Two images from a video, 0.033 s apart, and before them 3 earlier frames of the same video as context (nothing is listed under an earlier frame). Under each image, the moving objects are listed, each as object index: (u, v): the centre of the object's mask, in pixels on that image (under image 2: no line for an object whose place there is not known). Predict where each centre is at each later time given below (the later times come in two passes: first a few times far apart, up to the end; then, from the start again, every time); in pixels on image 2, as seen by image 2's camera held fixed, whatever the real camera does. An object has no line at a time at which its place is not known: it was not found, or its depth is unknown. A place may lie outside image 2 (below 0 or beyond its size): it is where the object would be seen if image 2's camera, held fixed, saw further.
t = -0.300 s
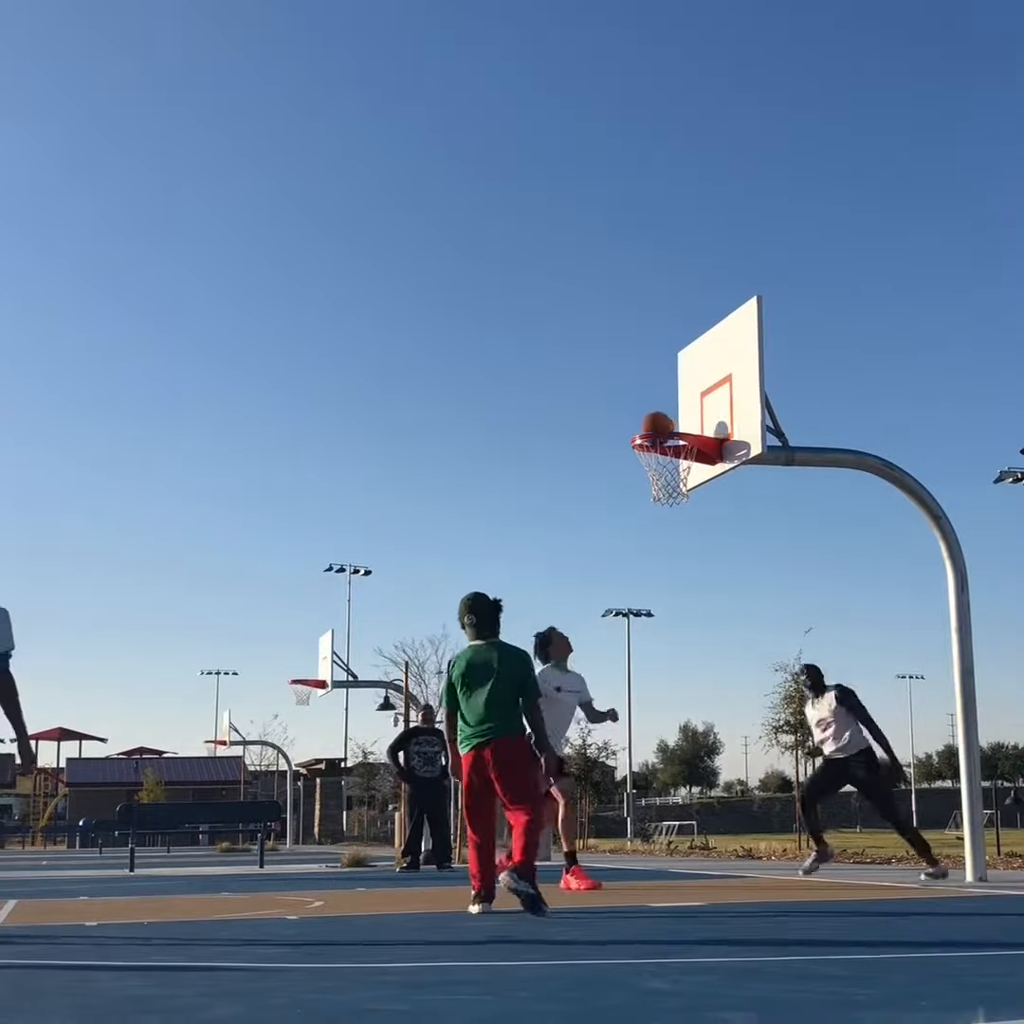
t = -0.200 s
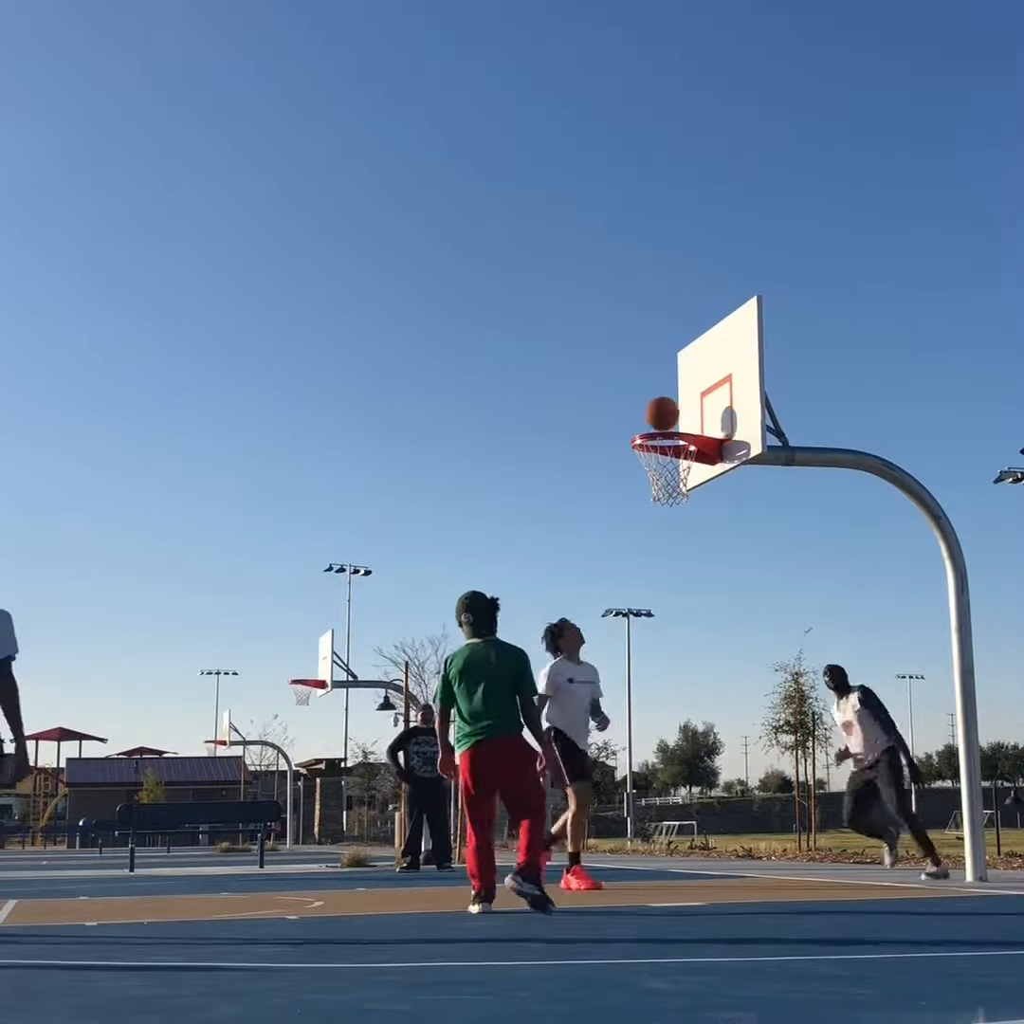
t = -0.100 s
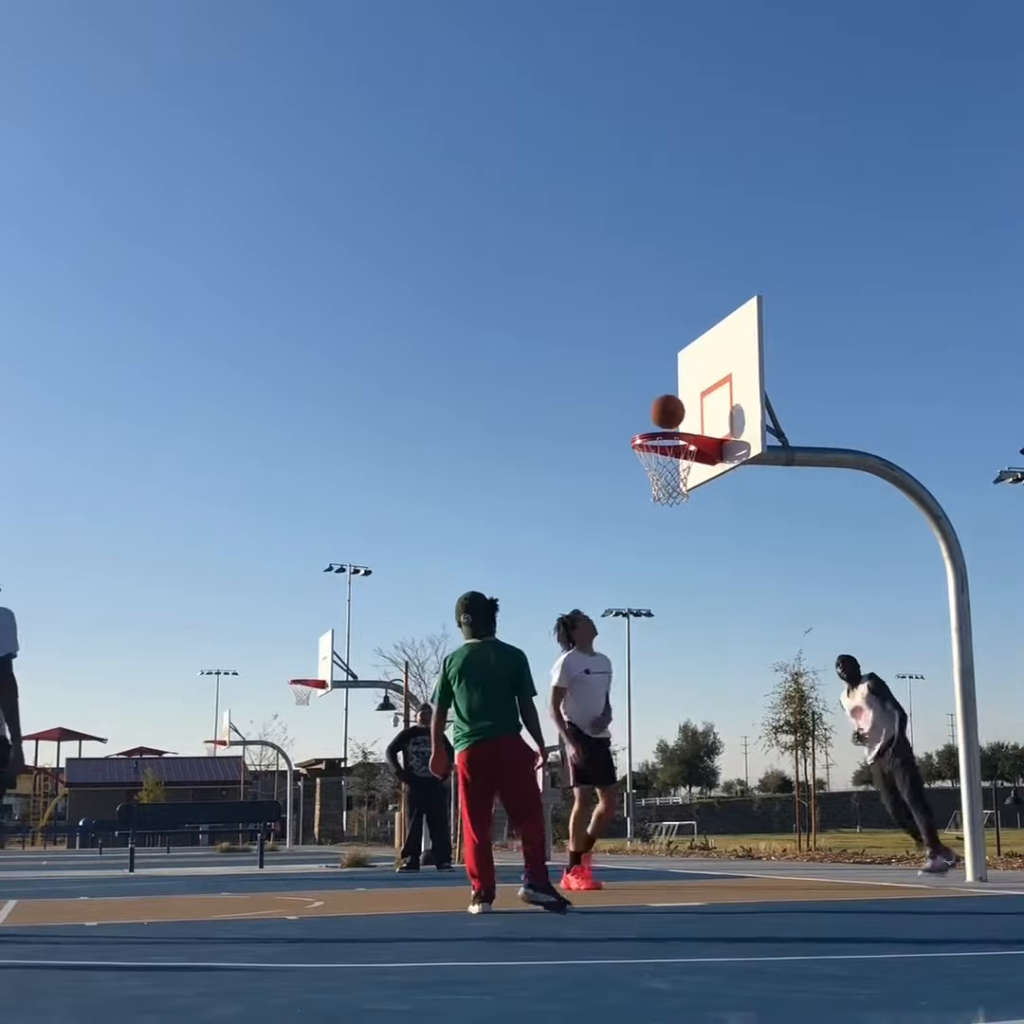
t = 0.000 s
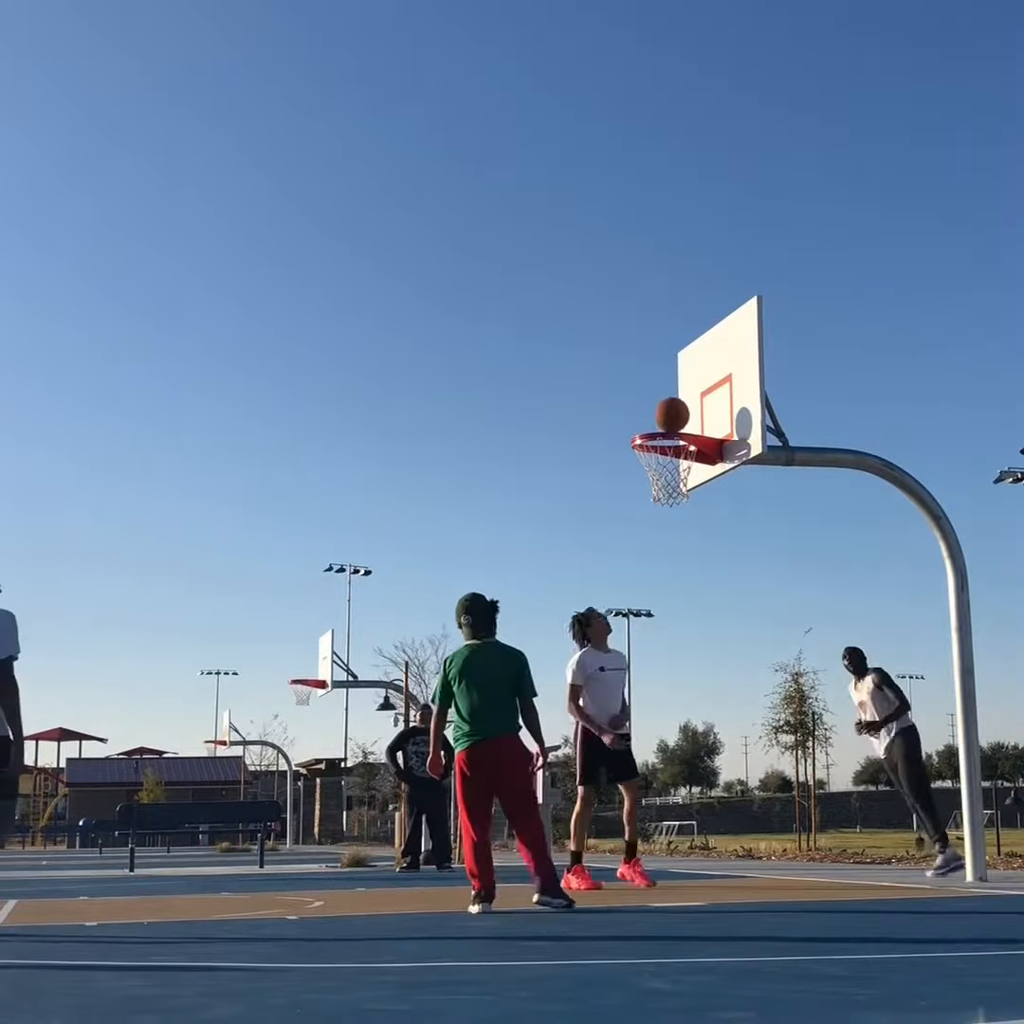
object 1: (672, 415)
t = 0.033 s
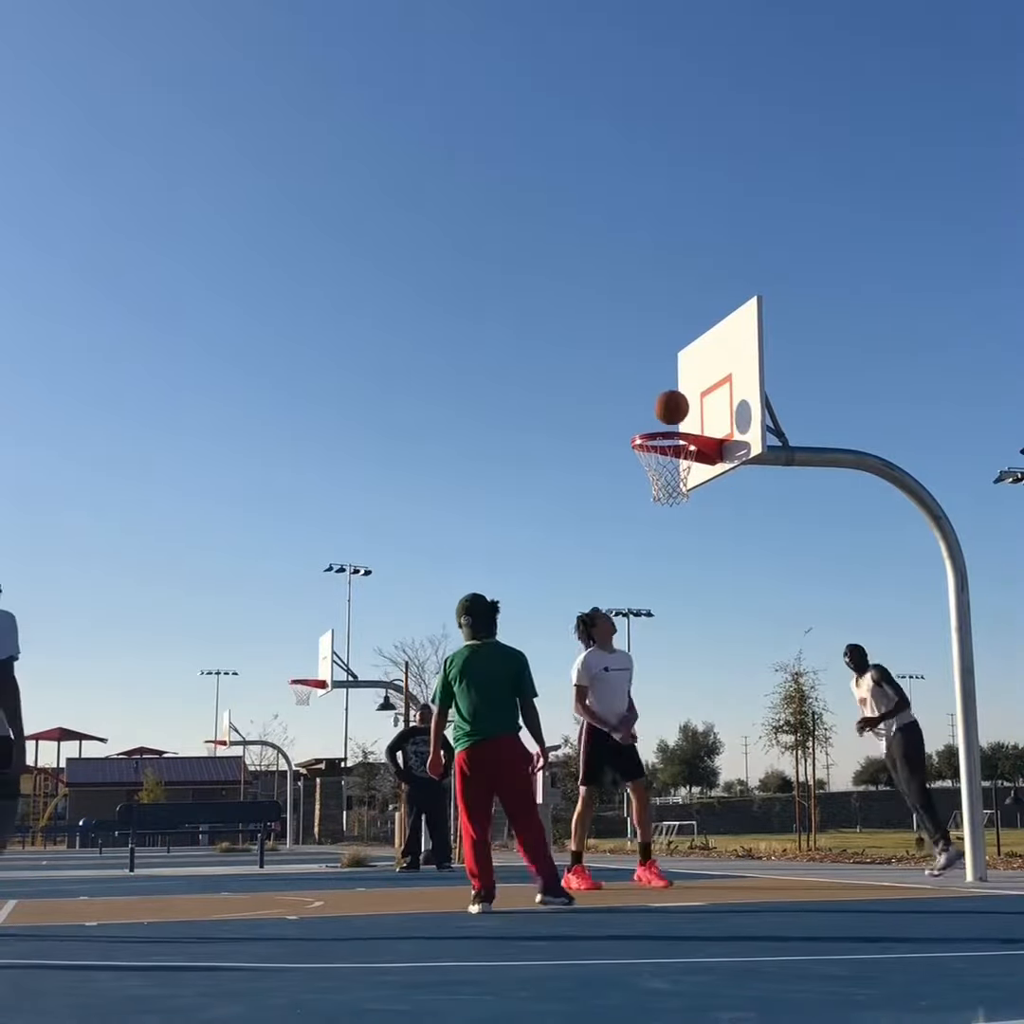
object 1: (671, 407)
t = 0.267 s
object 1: (668, 399)
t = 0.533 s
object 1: (664, 414)
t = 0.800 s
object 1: (667, 457)
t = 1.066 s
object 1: (672, 469)
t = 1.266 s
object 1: (666, 509)
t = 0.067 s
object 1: (671, 401)
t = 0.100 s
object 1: (670, 397)
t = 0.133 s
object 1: (670, 395)
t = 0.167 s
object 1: (669, 394)
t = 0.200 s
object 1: (669, 394)
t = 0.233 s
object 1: (668, 396)
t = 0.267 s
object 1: (668, 399)
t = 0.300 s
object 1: (667, 404)
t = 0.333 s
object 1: (667, 410)
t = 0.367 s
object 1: (667, 417)
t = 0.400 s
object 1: (666, 416)
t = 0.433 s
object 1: (665, 414)
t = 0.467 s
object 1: (665, 412)
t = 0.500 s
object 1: (665, 412)
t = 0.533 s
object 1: (664, 414)
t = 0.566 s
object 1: (664, 417)
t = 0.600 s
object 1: (663, 420)
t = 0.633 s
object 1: (663, 423)
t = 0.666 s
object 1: (663, 427)
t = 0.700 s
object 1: (664, 428)
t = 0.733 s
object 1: (664, 427)
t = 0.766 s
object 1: (666, 429)
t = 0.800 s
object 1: (667, 457)
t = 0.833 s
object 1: (670, 460)
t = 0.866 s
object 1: (672, 457)
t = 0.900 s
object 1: (673, 459)
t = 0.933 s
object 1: (674, 462)
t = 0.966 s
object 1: (674, 462)
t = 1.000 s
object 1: (673, 463)
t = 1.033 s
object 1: (673, 465)
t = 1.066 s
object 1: (672, 469)
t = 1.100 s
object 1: (670, 474)
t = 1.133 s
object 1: (669, 480)
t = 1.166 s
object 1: (669, 485)
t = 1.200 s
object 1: (667, 492)
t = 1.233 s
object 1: (667, 501)
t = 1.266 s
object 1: (666, 509)
